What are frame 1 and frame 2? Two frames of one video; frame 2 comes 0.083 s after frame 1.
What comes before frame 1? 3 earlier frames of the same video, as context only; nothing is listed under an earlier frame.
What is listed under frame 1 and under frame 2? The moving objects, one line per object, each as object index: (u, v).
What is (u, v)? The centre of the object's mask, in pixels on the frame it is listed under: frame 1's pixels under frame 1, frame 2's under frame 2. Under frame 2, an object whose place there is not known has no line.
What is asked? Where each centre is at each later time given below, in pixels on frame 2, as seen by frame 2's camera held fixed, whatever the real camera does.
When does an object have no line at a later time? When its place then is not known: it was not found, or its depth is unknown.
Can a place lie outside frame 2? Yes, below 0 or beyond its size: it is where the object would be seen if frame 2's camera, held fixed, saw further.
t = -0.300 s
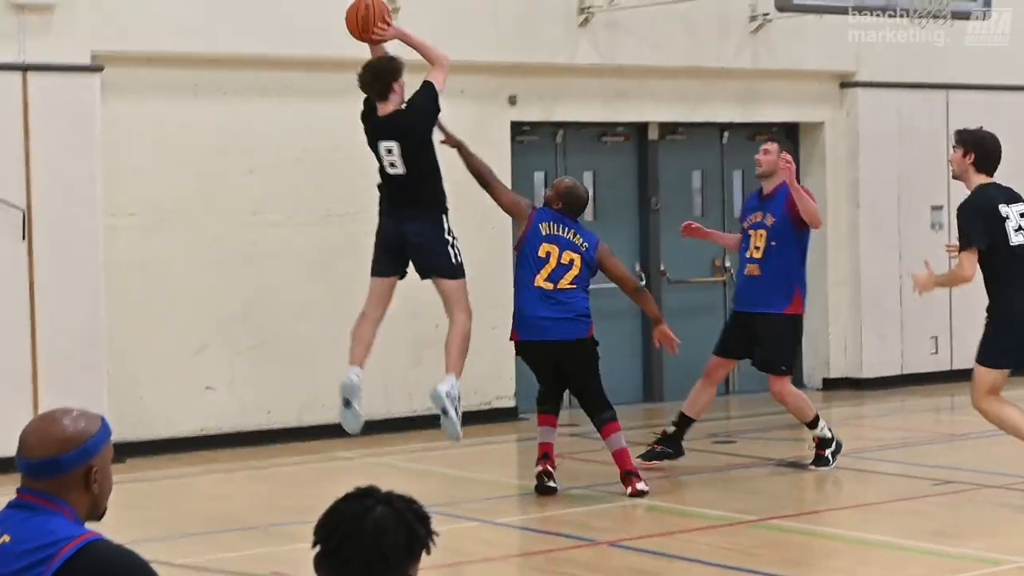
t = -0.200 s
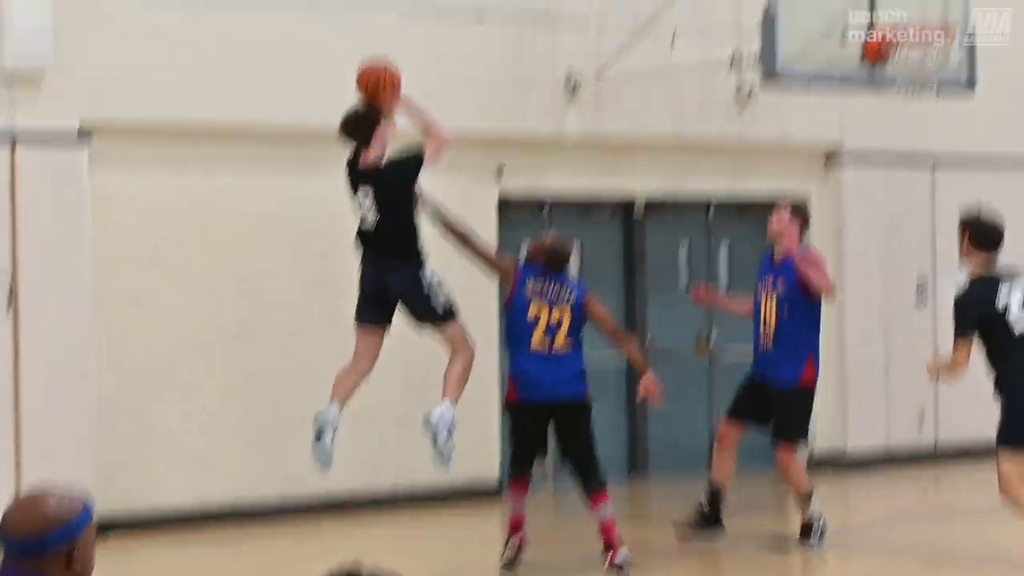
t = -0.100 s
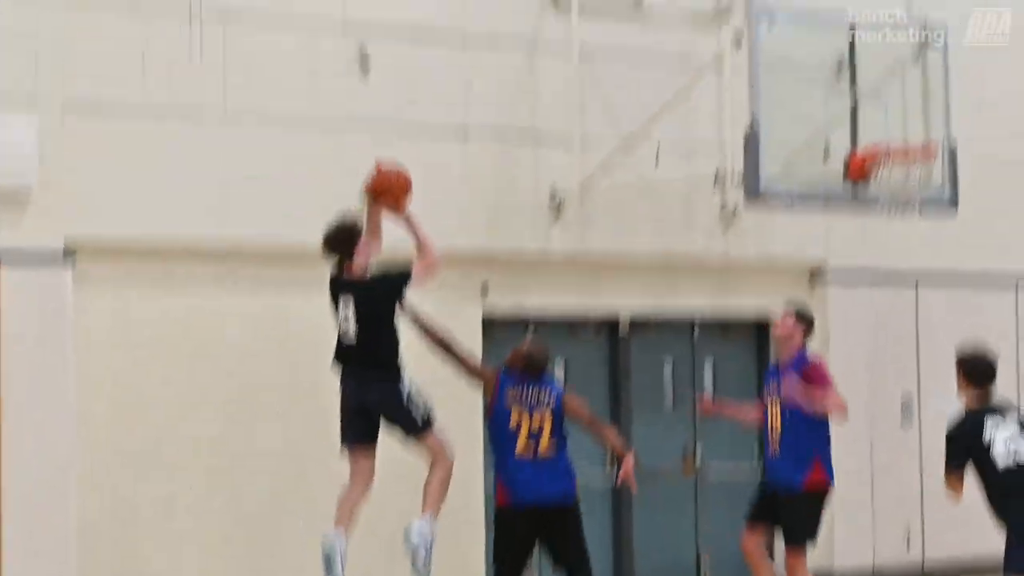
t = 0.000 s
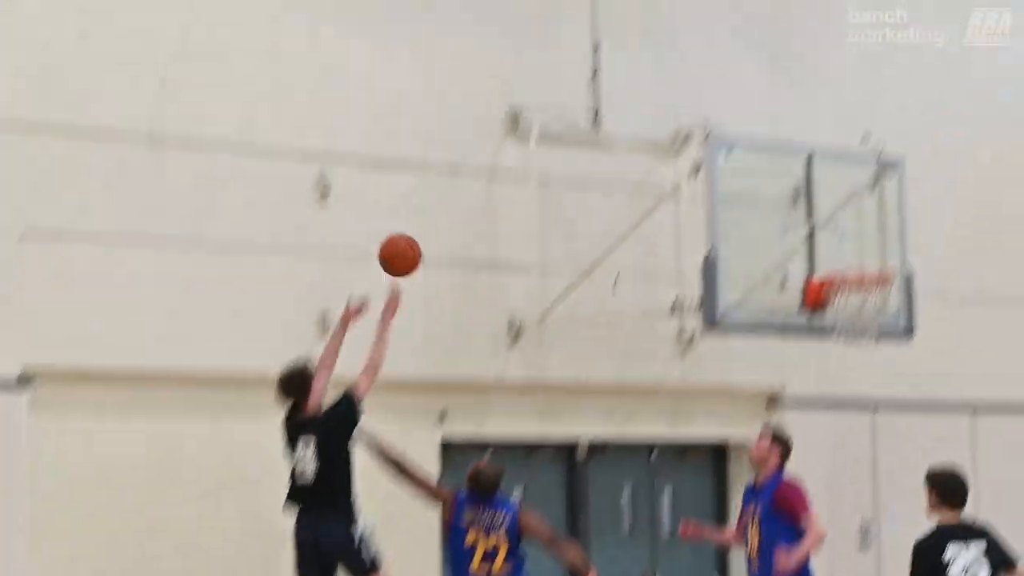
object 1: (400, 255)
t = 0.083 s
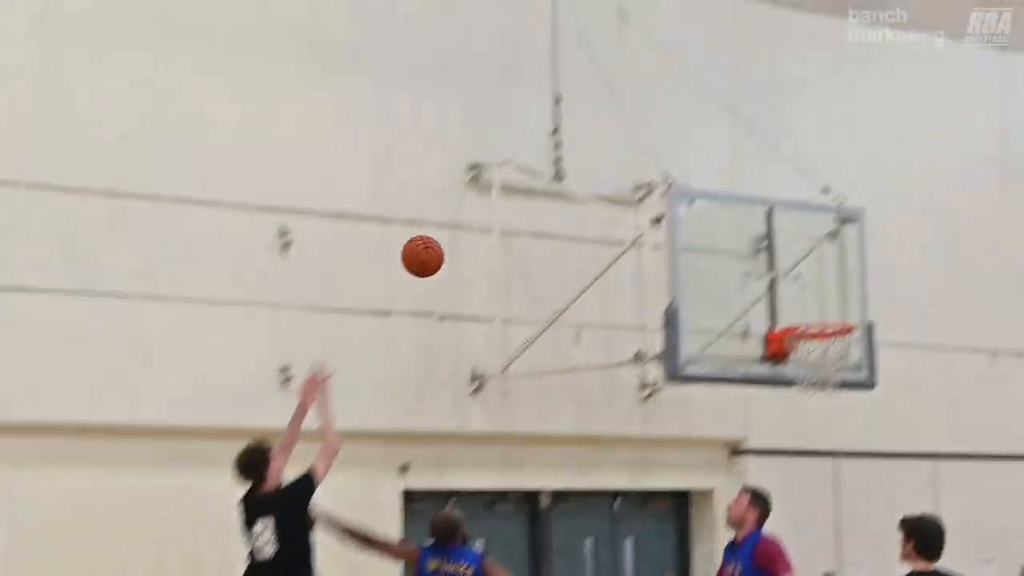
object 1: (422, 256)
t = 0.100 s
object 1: (434, 247)
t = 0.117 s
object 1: (446, 239)
